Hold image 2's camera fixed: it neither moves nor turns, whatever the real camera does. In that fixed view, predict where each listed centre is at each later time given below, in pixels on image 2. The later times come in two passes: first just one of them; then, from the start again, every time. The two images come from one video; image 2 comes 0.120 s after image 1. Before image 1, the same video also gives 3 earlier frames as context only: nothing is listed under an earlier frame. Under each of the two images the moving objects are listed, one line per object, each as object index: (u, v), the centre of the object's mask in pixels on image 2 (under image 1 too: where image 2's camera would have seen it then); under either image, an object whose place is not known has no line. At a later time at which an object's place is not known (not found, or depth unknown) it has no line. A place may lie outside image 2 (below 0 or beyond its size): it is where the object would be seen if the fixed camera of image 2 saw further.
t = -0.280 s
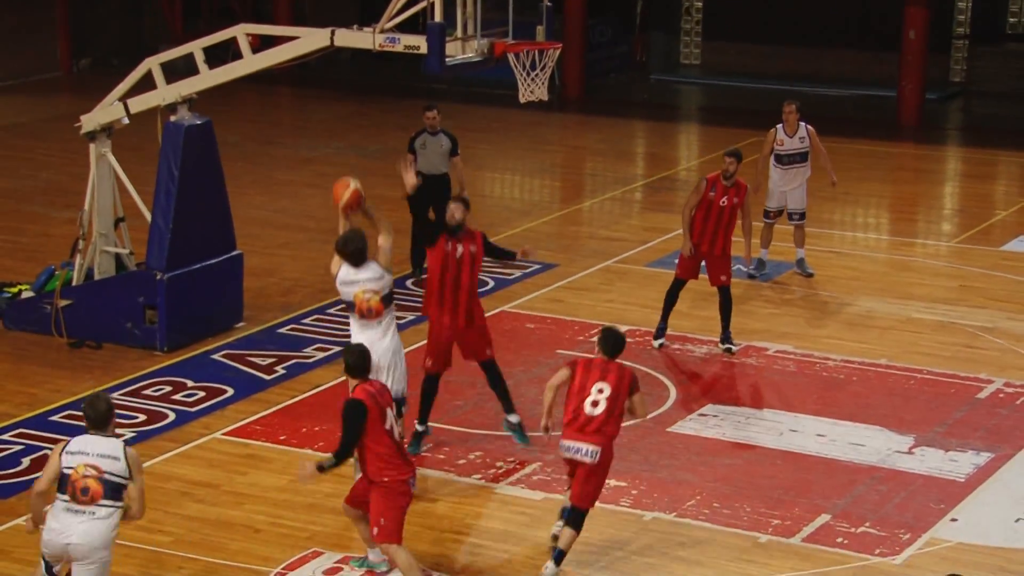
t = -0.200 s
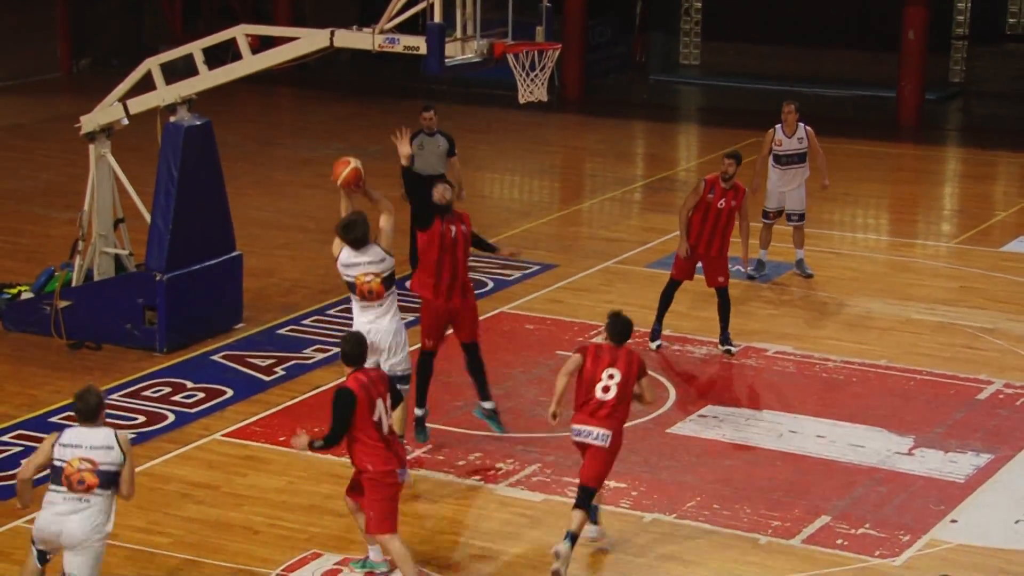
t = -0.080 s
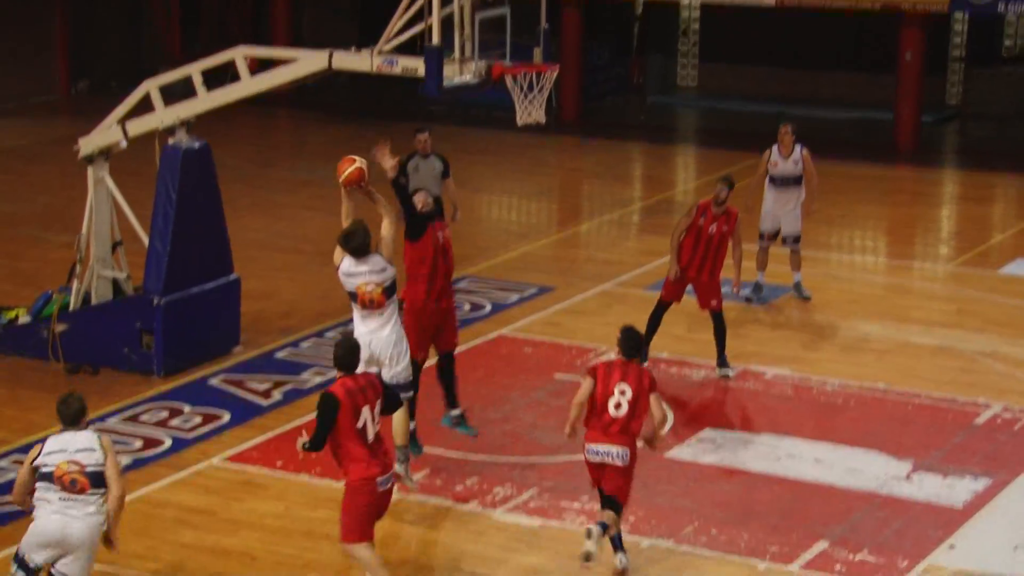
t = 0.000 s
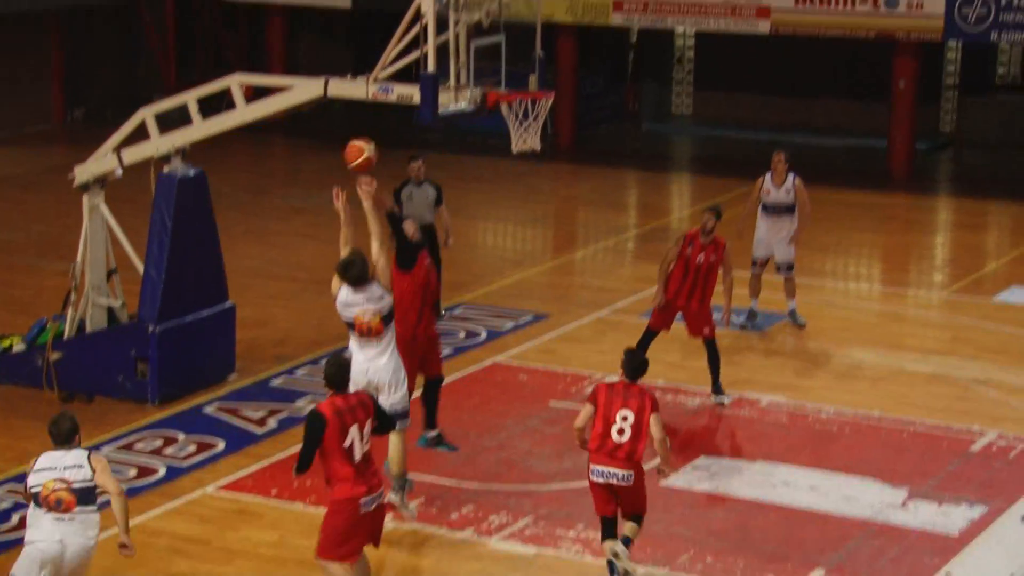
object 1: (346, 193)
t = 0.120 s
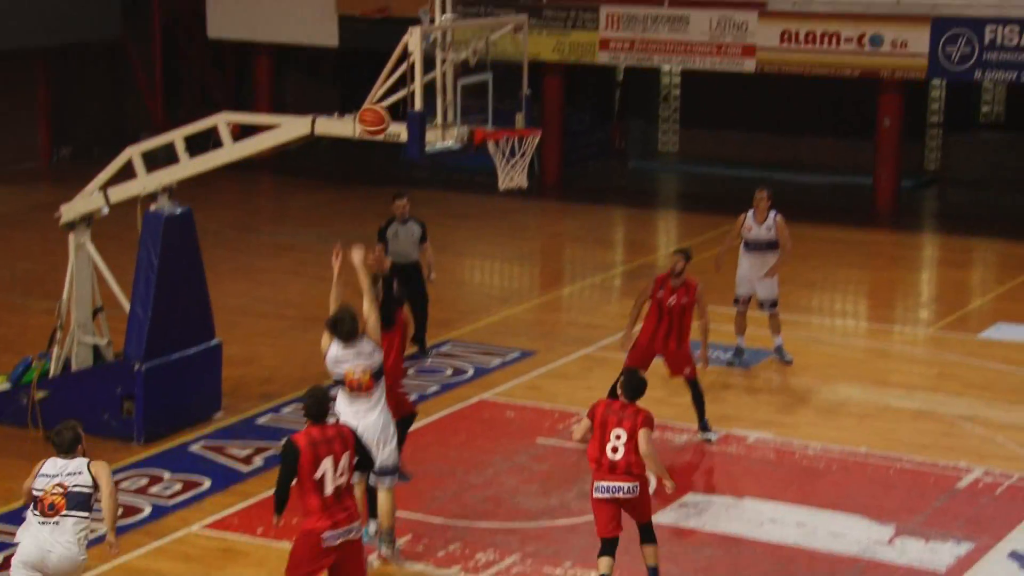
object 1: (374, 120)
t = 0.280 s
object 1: (408, 54)
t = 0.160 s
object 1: (383, 100)
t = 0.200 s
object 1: (391, 82)
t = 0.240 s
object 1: (400, 68)
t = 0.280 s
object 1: (408, 54)
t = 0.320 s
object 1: (416, 43)
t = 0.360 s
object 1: (424, 35)
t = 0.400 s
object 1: (432, 30)
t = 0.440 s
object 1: (439, 25)
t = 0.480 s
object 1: (446, 23)
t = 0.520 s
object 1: (453, 22)
